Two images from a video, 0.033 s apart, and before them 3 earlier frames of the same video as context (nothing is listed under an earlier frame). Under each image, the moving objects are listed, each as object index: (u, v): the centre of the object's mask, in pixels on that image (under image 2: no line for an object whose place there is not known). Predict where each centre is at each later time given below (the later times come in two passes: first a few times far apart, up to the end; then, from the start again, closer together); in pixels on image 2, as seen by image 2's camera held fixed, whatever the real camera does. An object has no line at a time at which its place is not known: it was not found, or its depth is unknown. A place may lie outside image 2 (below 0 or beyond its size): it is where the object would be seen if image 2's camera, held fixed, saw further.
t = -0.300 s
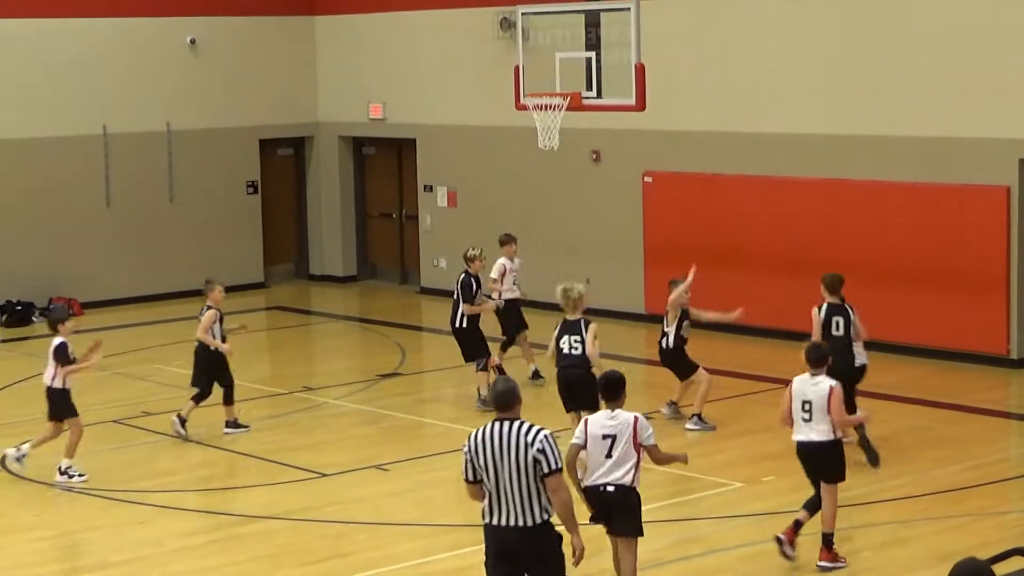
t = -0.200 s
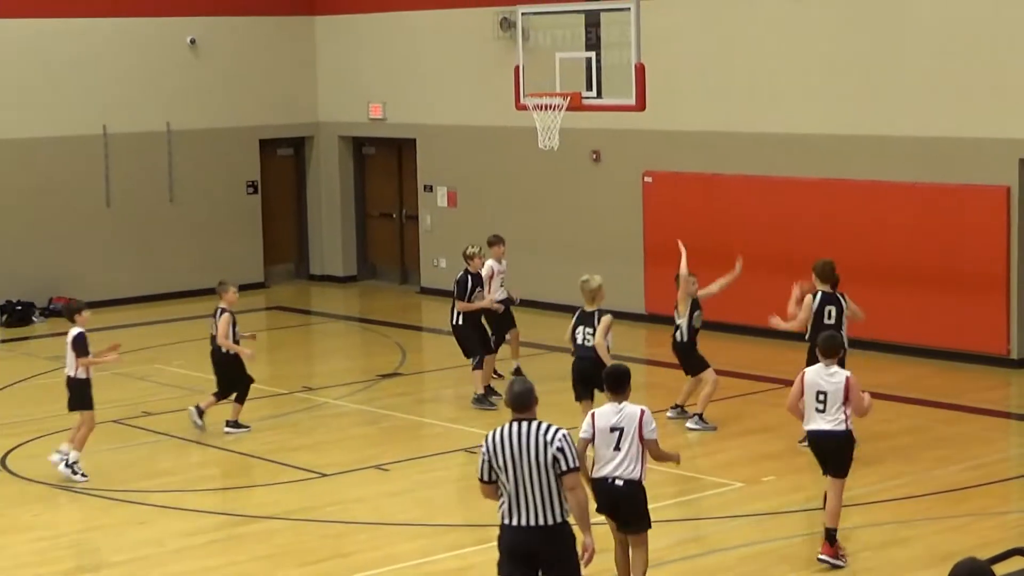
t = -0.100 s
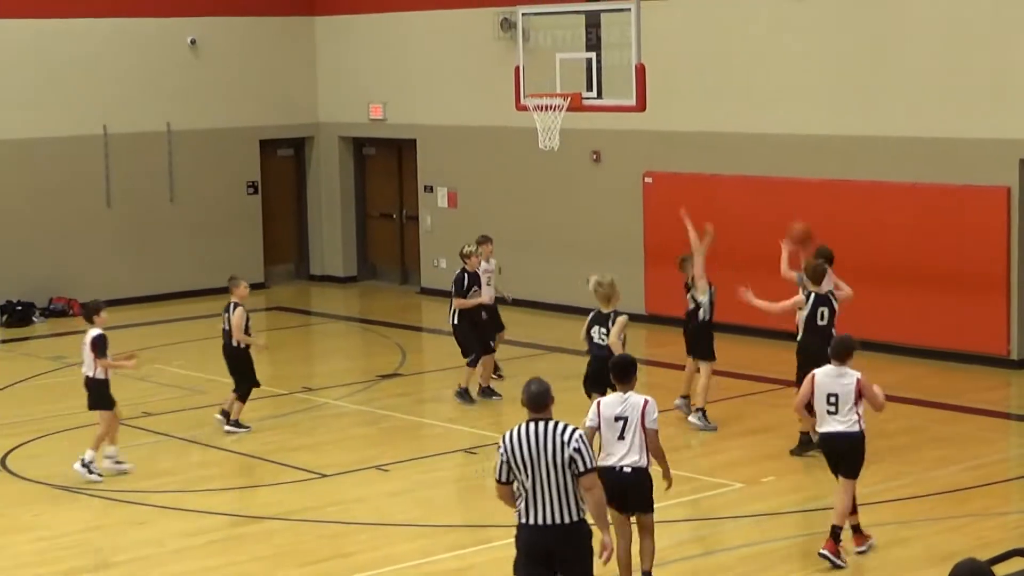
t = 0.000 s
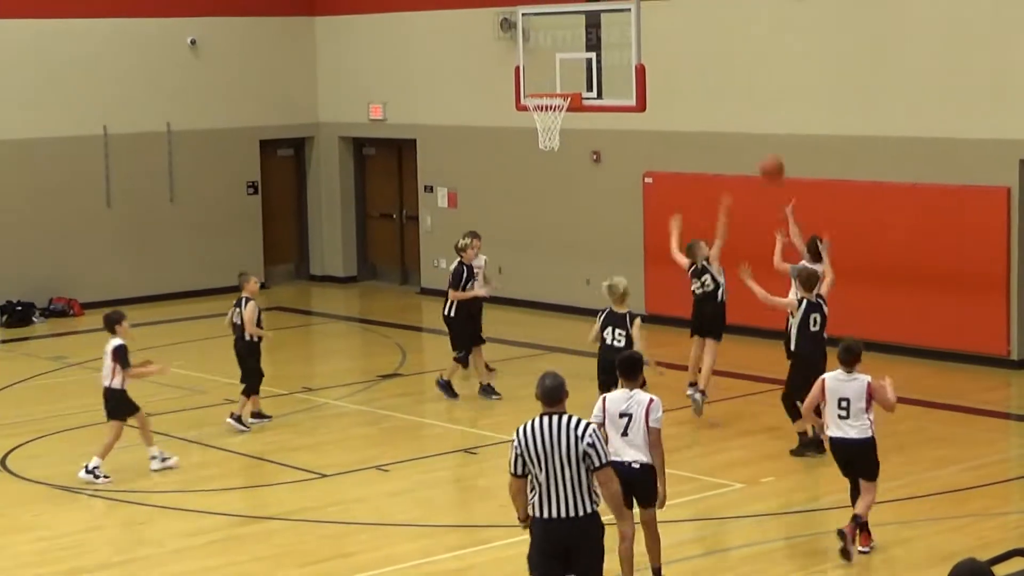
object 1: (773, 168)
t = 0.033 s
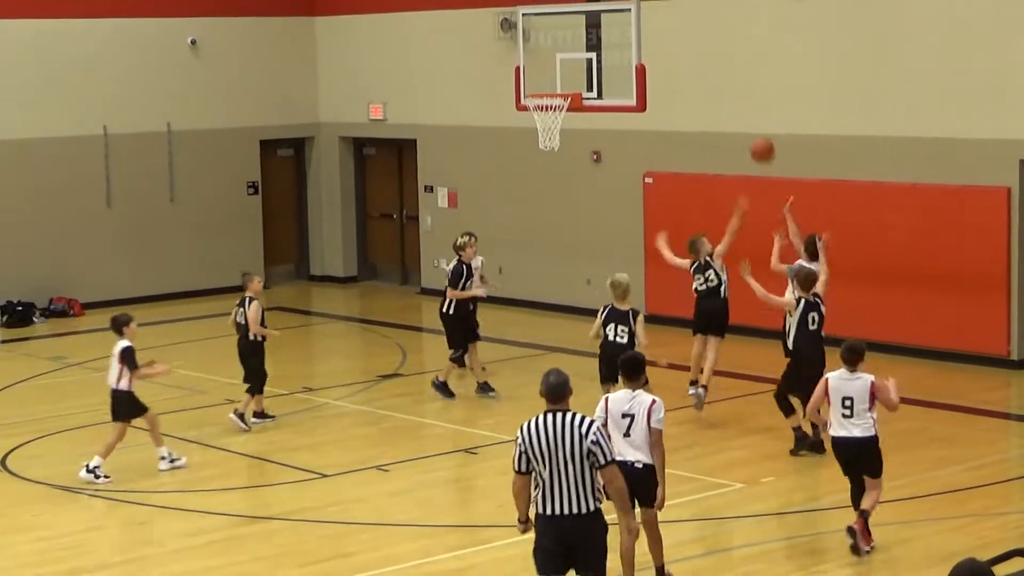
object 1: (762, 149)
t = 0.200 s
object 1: (712, 73)
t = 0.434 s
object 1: (649, 20)
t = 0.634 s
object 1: (598, 21)
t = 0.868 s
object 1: (544, 69)
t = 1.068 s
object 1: (560, 79)
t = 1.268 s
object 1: (550, 87)
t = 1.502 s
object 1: (548, 112)
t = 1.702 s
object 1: (551, 122)
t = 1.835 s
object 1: (555, 149)
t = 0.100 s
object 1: (742, 115)
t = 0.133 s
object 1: (732, 99)
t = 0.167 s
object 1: (722, 85)
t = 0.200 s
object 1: (712, 73)
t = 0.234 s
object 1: (703, 61)
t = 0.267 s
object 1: (694, 52)
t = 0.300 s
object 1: (684, 43)
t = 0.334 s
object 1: (675, 35)
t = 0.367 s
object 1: (667, 29)
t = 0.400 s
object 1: (657, 24)
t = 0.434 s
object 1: (649, 20)
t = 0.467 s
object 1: (640, 18)
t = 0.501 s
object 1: (631, 16)
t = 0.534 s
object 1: (622, 16)
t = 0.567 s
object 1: (615, 16)
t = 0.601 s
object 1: (606, 18)
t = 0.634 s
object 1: (598, 21)
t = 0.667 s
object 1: (590, 24)
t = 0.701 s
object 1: (582, 30)
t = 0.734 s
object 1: (574, 35)
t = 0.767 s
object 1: (567, 42)
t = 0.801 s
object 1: (560, 50)
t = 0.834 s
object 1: (552, 59)
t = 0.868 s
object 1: (544, 69)
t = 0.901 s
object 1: (538, 80)
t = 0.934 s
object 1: (535, 86)
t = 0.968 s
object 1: (541, 83)
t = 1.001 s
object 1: (547, 81)
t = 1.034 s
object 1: (553, 80)
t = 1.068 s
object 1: (560, 79)
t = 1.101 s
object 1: (565, 80)
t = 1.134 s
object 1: (563, 80)
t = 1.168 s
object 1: (560, 80)
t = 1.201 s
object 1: (557, 82)
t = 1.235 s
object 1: (554, 84)
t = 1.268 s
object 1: (550, 87)
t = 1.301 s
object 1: (547, 93)
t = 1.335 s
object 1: (546, 97)
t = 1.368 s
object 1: (546, 99)
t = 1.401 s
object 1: (546, 104)
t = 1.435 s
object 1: (548, 109)
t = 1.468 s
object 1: (548, 111)
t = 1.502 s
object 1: (548, 112)
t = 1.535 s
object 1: (548, 111)
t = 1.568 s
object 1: (552, 113)
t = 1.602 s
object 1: (553, 113)
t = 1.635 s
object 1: (546, 117)
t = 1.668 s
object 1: (551, 119)
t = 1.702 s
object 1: (551, 122)
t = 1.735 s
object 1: (552, 127)
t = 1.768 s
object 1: (552, 132)
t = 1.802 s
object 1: (552, 138)
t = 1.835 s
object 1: (555, 149)
